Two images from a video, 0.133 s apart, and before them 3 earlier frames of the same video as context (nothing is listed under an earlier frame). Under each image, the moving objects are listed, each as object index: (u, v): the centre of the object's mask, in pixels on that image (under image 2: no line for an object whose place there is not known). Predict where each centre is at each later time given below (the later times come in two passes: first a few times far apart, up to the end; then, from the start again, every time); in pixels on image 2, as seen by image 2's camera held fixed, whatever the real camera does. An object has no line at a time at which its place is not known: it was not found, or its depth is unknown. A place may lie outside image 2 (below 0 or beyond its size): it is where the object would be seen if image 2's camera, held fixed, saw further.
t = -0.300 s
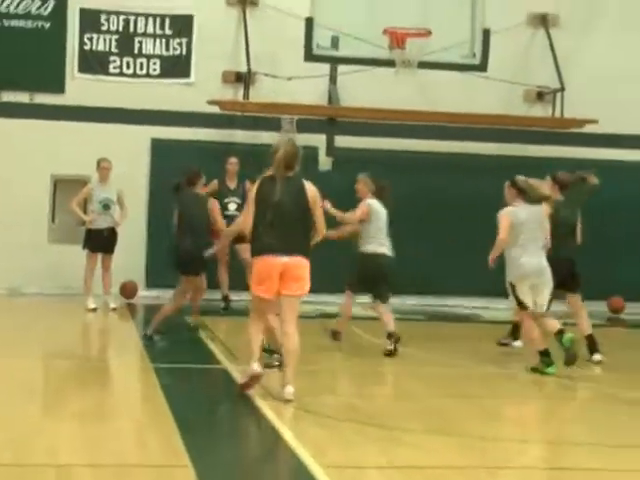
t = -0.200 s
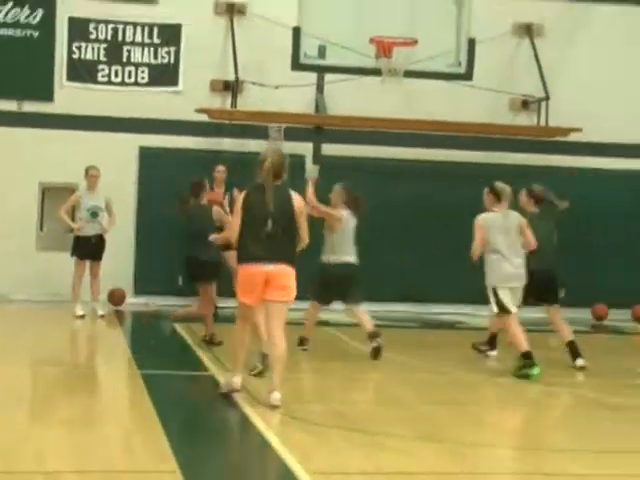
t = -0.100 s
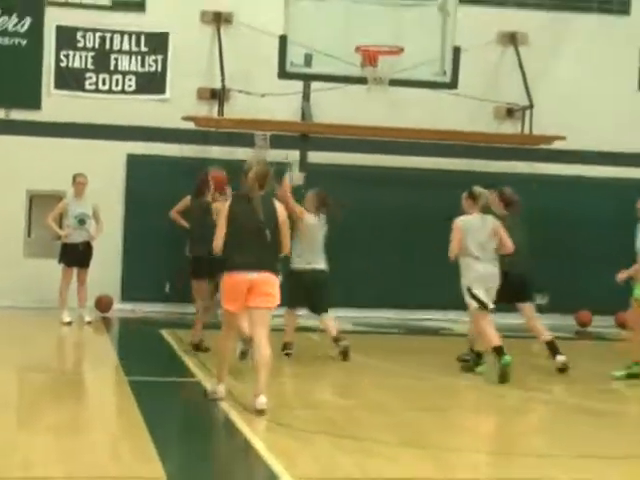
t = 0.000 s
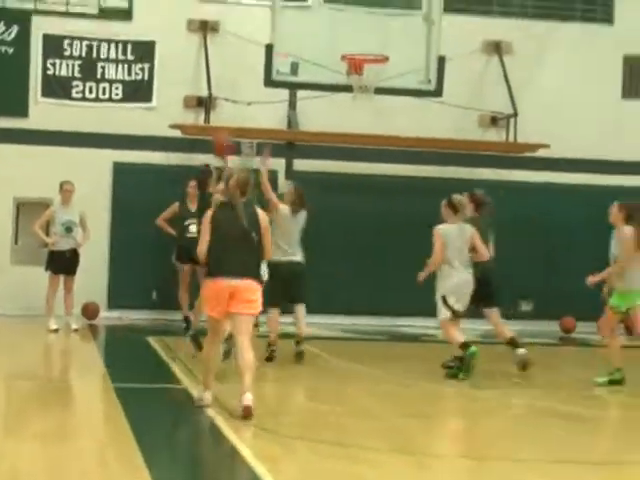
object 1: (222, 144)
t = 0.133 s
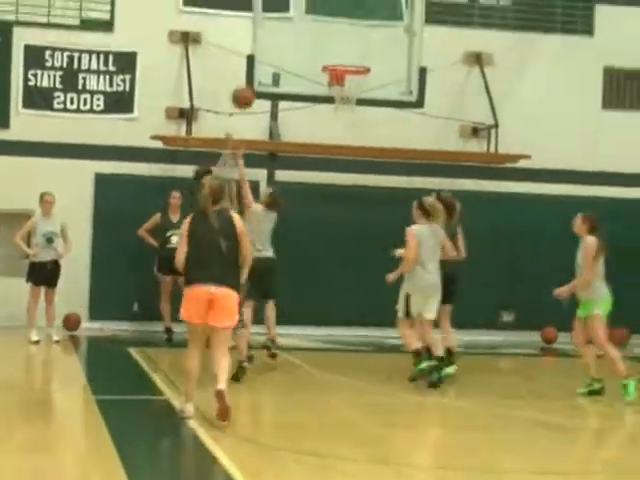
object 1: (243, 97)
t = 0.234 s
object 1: (270, 66)
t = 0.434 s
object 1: (318, 38)
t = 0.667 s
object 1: (364, 57)
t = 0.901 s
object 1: (351, 40)
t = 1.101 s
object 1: (341, 56)
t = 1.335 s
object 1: (346, 77)
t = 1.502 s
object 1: (356, 103)
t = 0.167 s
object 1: (251, 85)
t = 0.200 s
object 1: (260, 76)
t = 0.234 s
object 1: (270, 66)
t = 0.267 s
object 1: (278, 58)
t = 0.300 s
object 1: (287, 51)
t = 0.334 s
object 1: (296, 45)
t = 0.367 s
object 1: (304, 42)
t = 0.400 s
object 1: (310, 39)
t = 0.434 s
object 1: (318, 38)
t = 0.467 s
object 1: (325, 38)
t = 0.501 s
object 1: (332, 39)
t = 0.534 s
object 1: (339, 42)
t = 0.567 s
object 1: (346, 45)
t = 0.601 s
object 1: (353, 49)
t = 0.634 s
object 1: (360, 54)
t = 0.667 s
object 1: (364, 57)
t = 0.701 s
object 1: (362, 51)
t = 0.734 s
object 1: (360, 46)
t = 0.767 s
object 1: (358, 43)
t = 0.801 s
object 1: (356, 40)
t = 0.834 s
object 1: (355, 40)
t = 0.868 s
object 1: (353, 39)
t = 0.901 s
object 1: (351, 40)
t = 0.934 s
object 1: (349, 41)
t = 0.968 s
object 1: (347, 44)
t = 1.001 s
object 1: (345, 48)
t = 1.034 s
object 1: (343, 53)
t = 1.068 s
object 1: (342, 56)
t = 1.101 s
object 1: (341, 56)
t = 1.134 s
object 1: (341, 56)
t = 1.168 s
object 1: (340, 57)
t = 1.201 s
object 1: (340, 59)
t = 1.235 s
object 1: (339, 61)
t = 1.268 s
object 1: (338, 65)
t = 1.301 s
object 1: (340, 69)
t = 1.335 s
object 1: (346, 77)
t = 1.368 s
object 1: (347, 82)
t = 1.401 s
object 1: (348, 84)
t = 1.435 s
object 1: (352, 88)
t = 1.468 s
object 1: (354, 97)
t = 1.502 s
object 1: (356, 103)
